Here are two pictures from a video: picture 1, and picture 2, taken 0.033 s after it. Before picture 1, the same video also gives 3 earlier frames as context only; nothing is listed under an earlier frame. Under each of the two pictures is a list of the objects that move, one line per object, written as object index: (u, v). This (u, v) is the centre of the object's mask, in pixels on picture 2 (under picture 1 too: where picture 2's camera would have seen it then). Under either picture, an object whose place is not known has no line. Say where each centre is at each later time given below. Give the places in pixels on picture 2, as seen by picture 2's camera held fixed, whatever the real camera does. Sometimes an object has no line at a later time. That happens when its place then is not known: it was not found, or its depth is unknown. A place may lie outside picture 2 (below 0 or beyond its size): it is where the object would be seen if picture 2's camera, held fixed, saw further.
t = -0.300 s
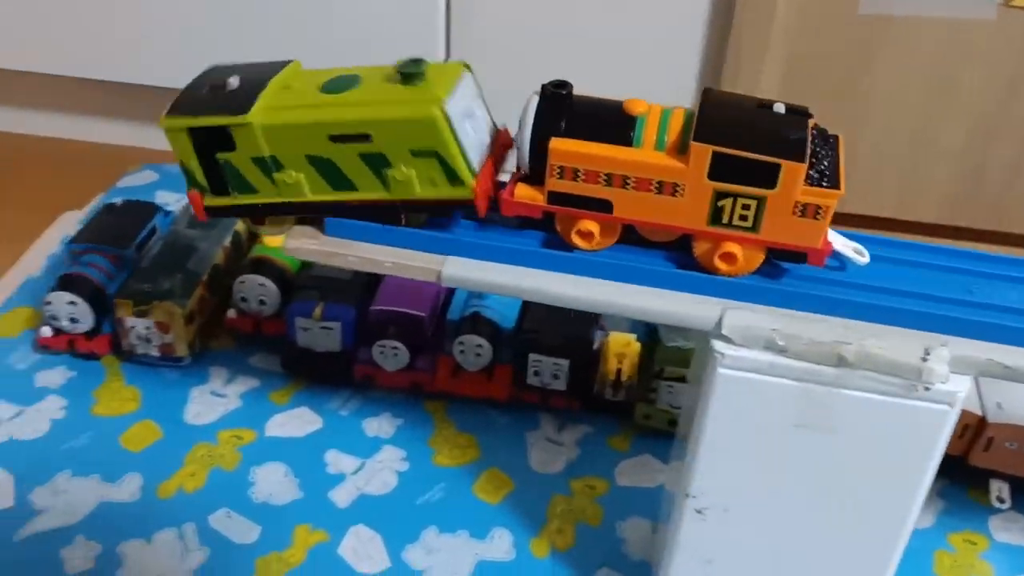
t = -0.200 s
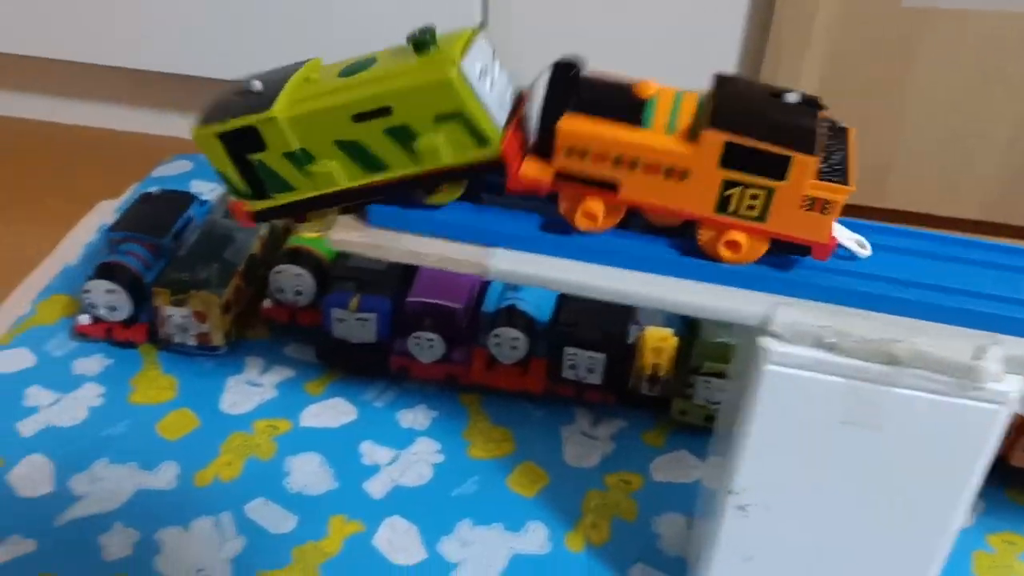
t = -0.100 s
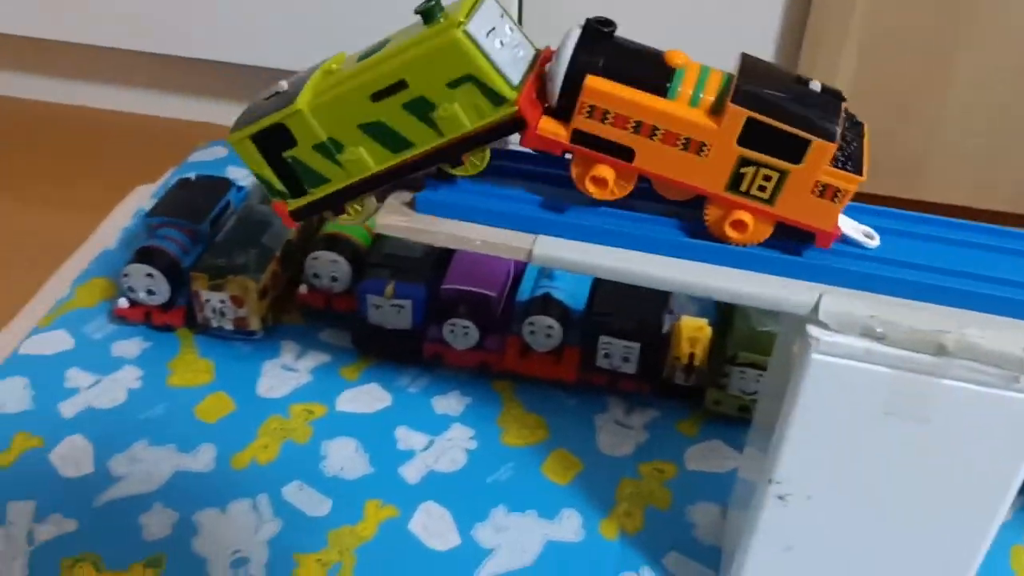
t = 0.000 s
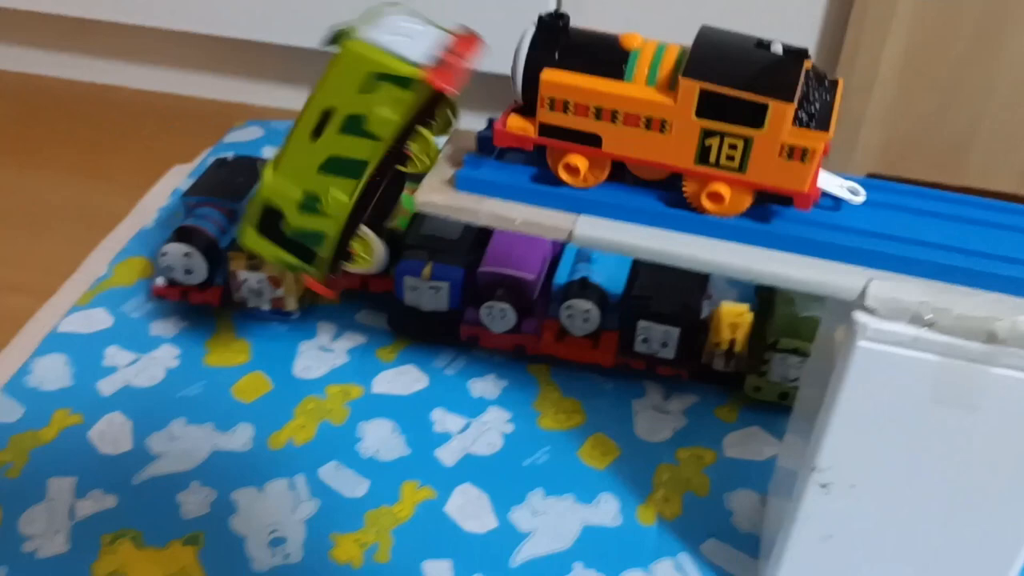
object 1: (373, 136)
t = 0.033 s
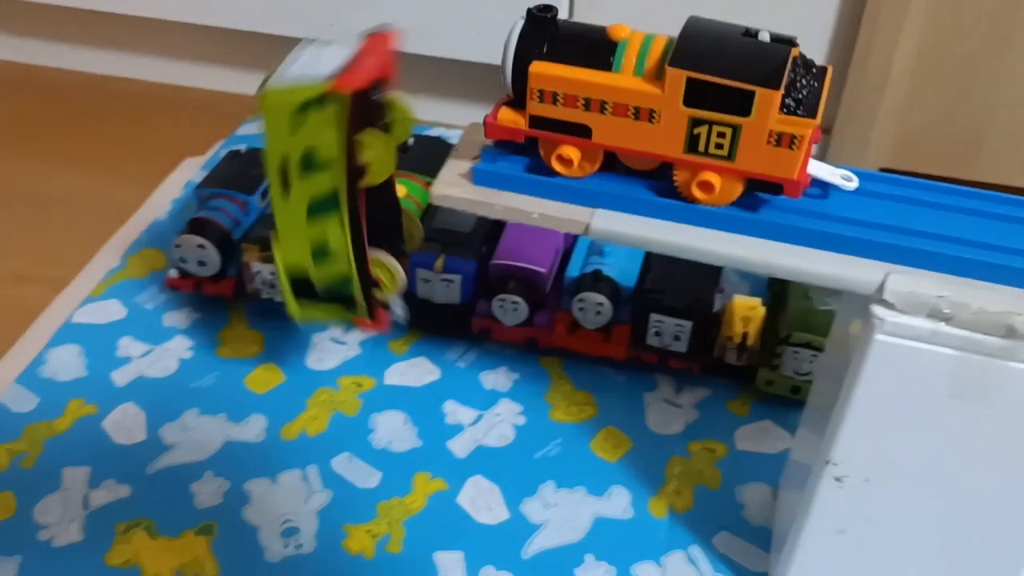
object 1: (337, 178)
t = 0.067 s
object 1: (307, 249)
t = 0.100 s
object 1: (295, 335)
